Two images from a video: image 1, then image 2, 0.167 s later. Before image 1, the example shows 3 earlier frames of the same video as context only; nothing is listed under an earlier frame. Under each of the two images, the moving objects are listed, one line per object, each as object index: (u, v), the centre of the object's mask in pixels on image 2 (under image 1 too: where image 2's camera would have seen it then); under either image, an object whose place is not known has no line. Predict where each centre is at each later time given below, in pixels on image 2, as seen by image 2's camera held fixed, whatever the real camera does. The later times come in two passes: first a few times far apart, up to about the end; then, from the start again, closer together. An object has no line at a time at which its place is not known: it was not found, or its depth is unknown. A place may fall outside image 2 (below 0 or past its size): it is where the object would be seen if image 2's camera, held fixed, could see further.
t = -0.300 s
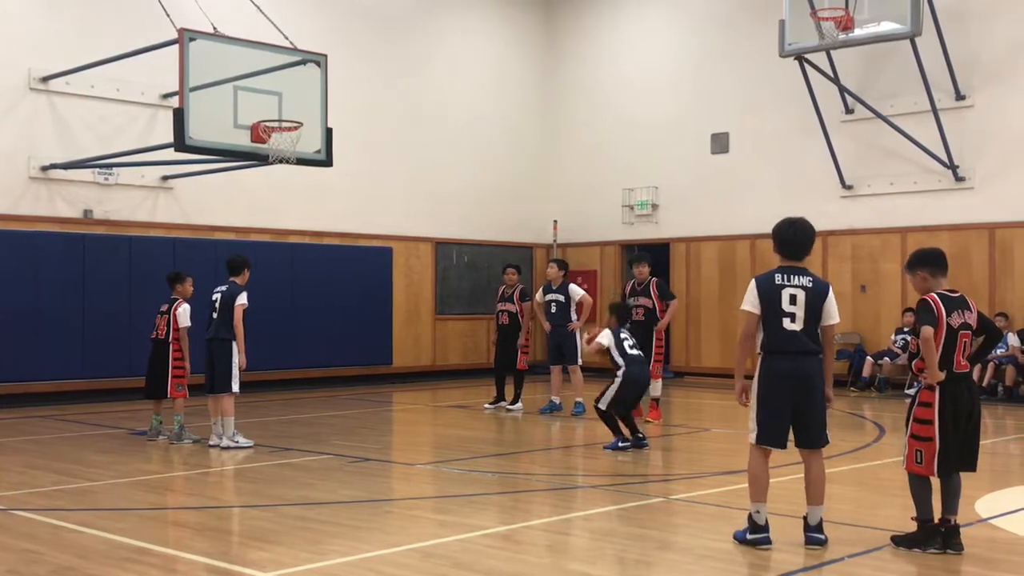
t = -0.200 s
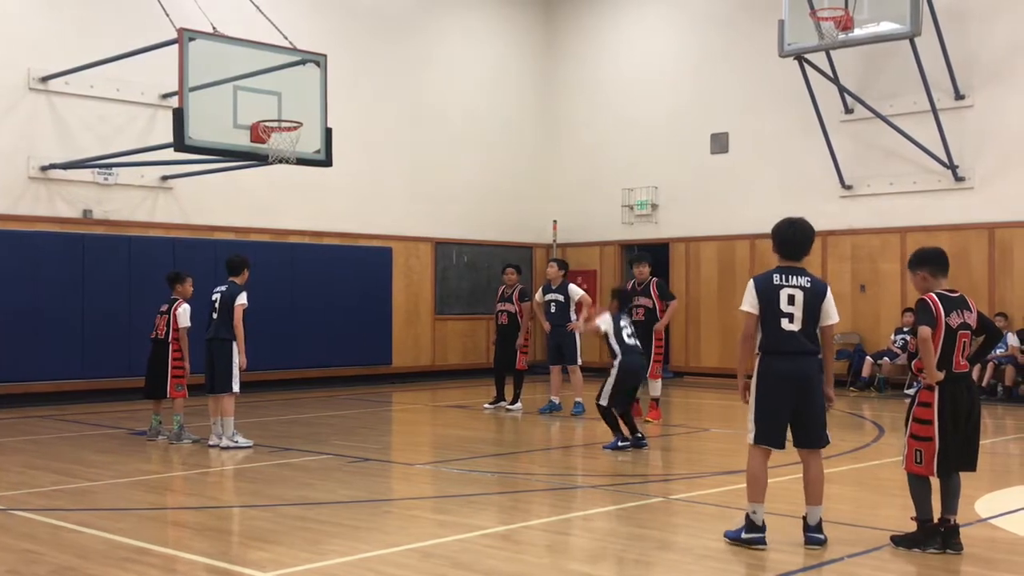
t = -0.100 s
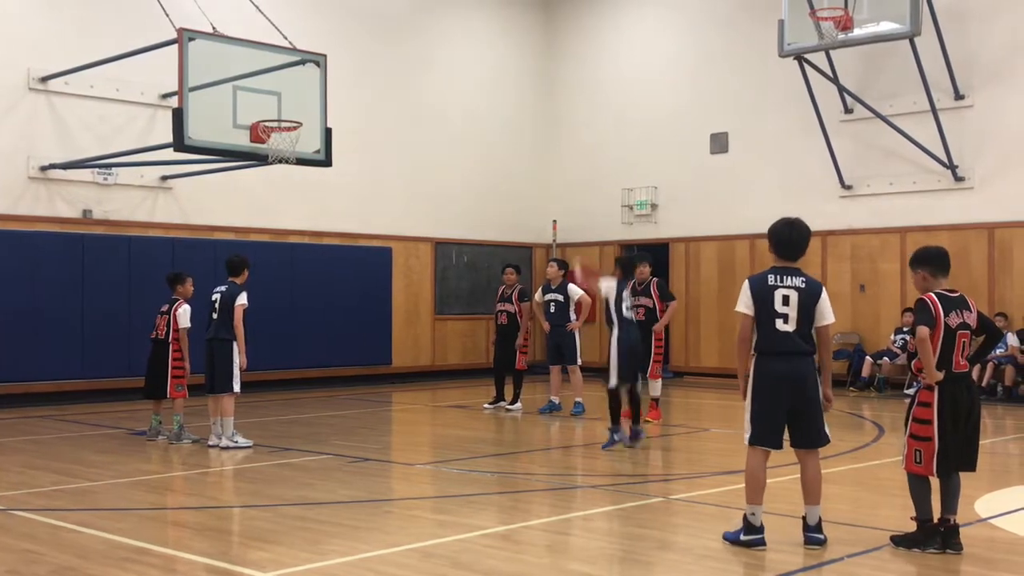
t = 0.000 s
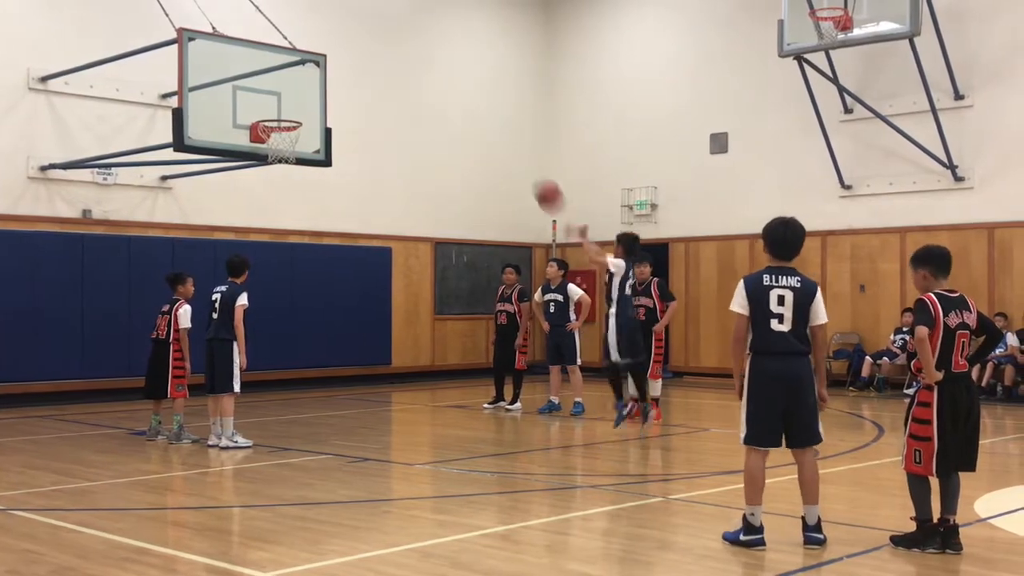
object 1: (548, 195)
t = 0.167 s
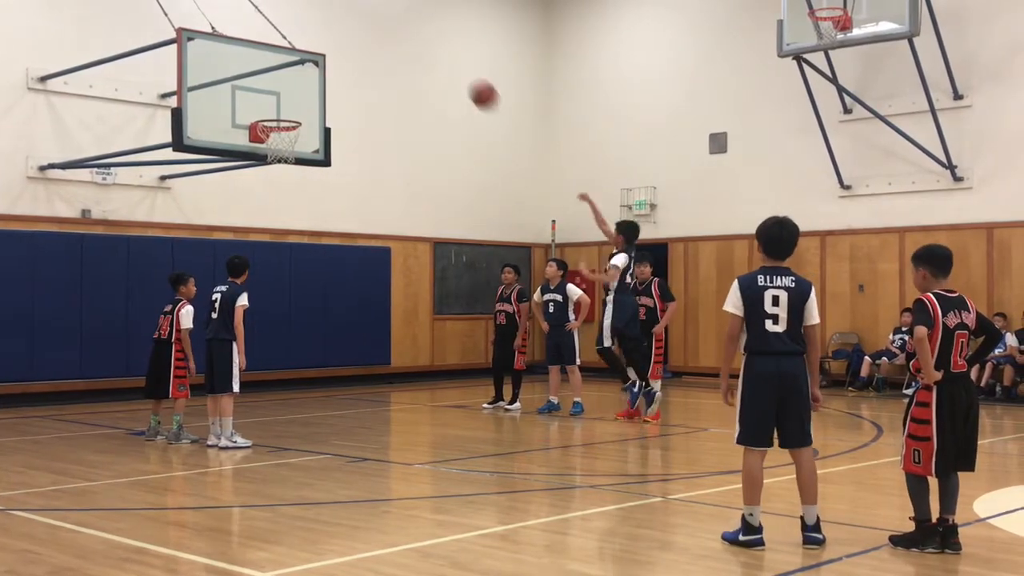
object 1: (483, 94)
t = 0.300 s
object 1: (436, 41)
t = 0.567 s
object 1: (354, 5)
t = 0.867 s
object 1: (274, 37)
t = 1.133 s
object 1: (265, 109)
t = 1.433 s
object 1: (295, 130)
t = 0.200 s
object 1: (472, 80)
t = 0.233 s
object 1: (459, 65)
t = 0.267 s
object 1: (448, 53)
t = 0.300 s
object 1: (436, 41)
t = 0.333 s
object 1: (425, 32)
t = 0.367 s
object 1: (414, 23)
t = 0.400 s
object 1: (403, 16)
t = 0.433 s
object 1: (393, 11)
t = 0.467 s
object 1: (383, 9)
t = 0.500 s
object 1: (373, 7)
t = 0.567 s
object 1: (354, 5)
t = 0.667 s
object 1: (326, 6)
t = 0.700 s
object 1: (317, 8)
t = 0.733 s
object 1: (308, 11)
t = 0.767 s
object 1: (299, 16)
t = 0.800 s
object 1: (291, 22)
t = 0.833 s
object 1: (283, 29)
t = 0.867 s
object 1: (274, 37)
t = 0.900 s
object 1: (266, 47)
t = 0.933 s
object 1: (259, 57)
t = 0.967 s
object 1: (250, 68)
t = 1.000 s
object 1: (244, 79)
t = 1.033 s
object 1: (248, 86)
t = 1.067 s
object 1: (254, 93)
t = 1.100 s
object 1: (260, 101)
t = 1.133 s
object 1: (265, 109)
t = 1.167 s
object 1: (269, 108)
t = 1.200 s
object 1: (272, 107)
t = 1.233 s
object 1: (275, 107)
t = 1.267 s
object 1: (278, 108)
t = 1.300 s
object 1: (282, 110)
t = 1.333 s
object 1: (285, 113)
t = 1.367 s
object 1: (288, 117)
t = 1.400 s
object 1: (292, 123)
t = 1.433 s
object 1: (295, 130)
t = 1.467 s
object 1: (299, 138)
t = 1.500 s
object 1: (302, 148)
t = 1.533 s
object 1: (306, 159)
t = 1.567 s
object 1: (310, 171)
